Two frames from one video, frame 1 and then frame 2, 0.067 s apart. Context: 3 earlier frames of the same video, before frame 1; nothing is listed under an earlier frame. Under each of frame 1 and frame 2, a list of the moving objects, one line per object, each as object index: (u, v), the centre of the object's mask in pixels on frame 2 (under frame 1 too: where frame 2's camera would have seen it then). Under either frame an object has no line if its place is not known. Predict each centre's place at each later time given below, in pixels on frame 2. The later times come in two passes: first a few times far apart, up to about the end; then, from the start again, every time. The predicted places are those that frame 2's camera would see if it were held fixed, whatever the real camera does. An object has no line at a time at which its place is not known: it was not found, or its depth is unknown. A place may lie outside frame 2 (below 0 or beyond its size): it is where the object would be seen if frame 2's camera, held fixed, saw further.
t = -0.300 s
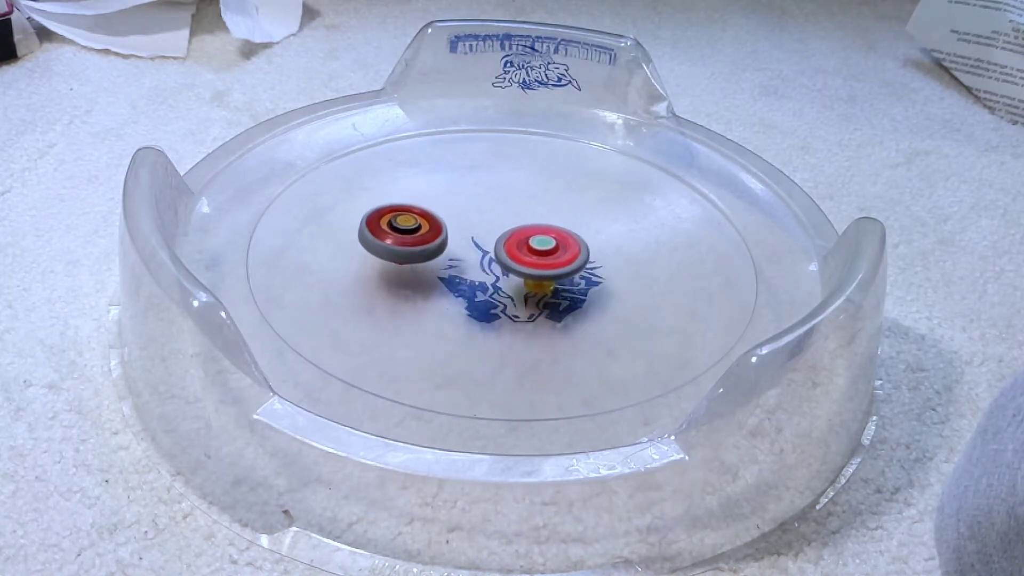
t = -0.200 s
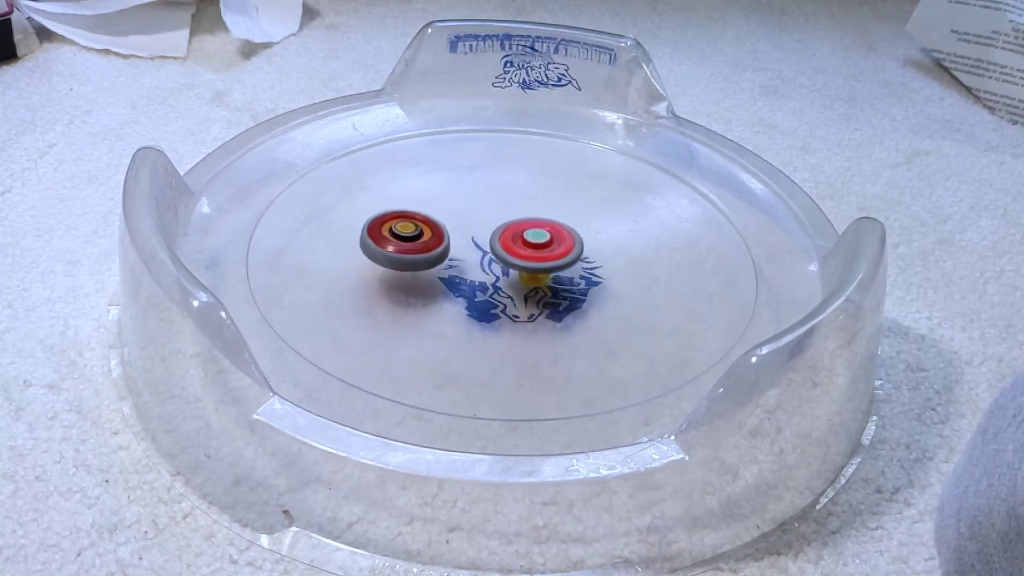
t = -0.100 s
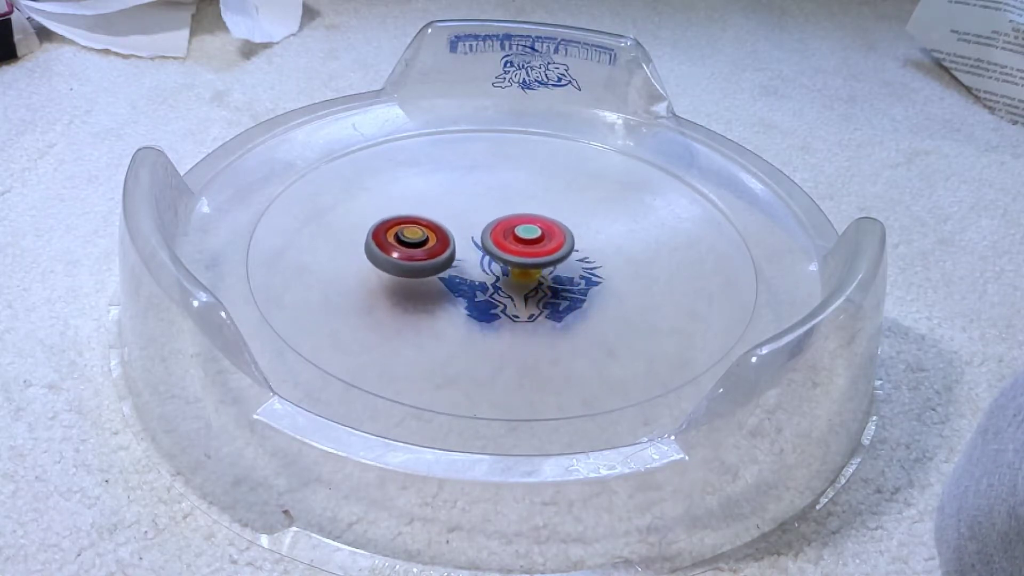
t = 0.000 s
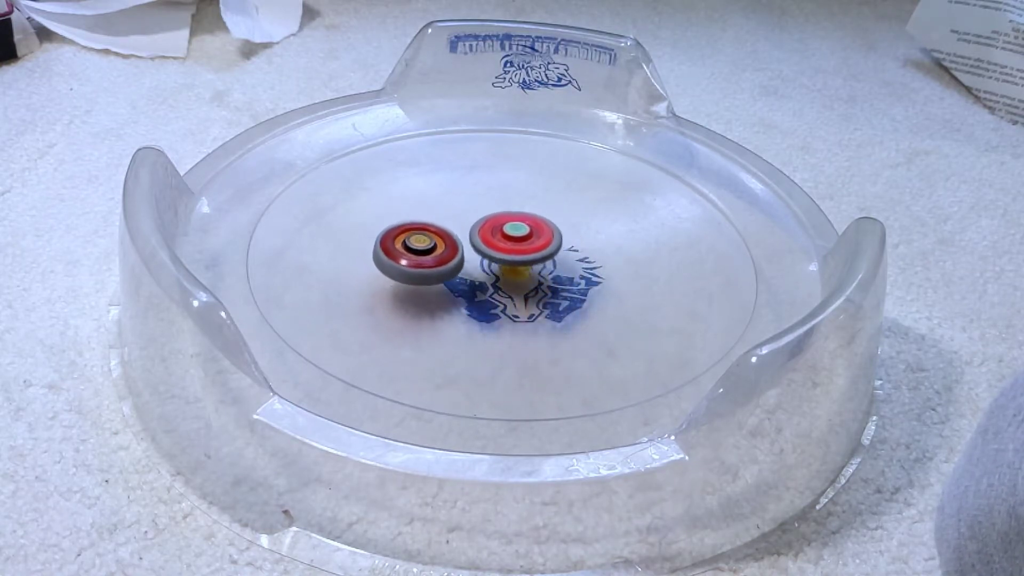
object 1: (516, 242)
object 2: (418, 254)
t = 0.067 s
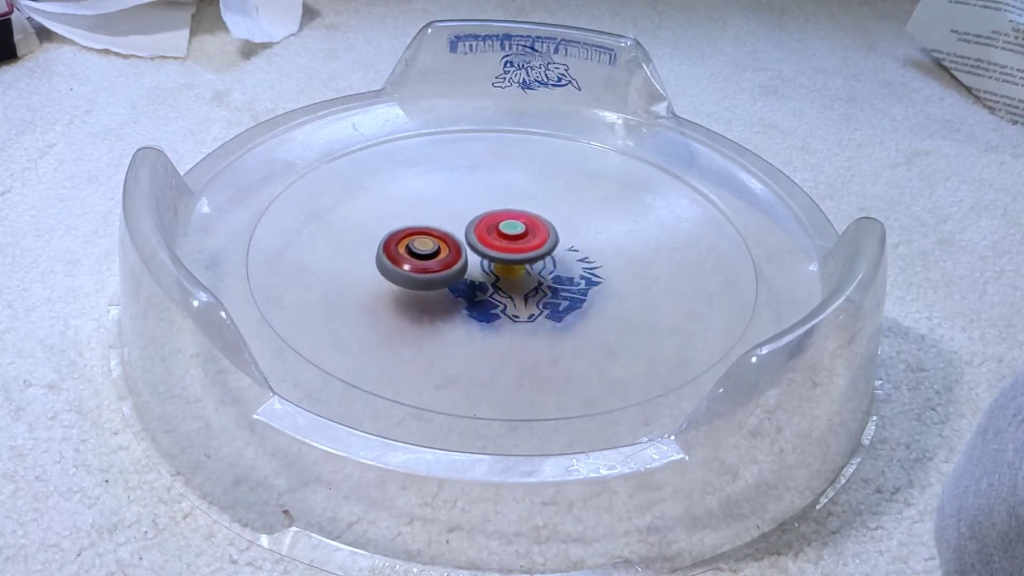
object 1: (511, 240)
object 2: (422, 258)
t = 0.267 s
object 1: (507, 232)
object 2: (435, 272)
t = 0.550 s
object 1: (495, 224)
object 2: (469, 289)
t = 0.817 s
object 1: (489, 236)
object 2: (496, 295)
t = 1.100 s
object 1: (514, 241)
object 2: (523, 301)
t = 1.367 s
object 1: (532, 240)
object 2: (538, 297)
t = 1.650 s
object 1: (508, 240)
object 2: (549, 293)
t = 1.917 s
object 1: (481, 251)
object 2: (558, 290)
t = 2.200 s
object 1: (453, 261)
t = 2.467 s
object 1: (457, 270)
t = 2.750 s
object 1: (464, 273)
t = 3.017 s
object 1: (464, 271)
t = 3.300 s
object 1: (460, 266)
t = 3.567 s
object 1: (468, 273)
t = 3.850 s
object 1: (504, 271)
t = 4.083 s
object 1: (526, 268)
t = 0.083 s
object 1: (511, 239)
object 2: (421, 259)
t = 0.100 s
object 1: (511, 239)
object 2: (423, 260)
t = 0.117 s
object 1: (510, 238)
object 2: (424, 261)
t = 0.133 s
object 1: (508, 238)
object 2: (426, 262)
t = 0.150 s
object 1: (506, 238)
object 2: (427, 263)
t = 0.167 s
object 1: (508, 236)
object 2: (427, 265)
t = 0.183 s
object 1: (509, 235)
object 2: (427, 266)
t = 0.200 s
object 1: (509, 234)
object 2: (428, 267)
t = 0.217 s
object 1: (509, 233)
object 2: (430, 268)
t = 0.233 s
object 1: (508, 233)
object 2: (432, 269)
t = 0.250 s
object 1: (508, 232)
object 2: (433, 271)
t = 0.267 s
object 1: (507, 232)
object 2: (435, 272)
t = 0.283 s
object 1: (506, 232)
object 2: (437, 273)
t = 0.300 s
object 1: (505, 232)
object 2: (439, 274)
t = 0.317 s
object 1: (504, 232)
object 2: (441, 275)
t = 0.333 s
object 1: (503, 232)
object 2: (444, 276)
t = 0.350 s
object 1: (502, 232)
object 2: (447, 277)
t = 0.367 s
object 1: (501, 231)
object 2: (449, 278)
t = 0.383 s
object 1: (499, 230)
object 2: (452, 279)
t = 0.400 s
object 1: (498, 231)
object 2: (454, 280)
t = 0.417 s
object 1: (497, 231)
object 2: (456, 280)
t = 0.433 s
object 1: (497, 229)
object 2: (456, 283)
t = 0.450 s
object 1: (498, 228)
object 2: (456, 285)
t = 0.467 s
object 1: (498, 227)
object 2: (457, 287)
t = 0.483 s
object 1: (498, 226)
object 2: (459, 287)
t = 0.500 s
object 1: (497, 225)
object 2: (461, 288)
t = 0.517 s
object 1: (497, 225)
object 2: (464, 288)
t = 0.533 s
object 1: (496, 224)
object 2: (466, 289)
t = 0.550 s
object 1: (495, 224)
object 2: (469, 289)
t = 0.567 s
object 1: (494, 224)
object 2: (471, 290)
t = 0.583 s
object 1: (493, 225)
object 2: (473, 290)
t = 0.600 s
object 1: (492, 225)
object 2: (475, 291)
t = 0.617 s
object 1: (491, 225)
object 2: (476, 291)
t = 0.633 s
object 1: (490, 226)
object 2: (478, 291)
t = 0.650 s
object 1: (489, 226)
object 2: (480, 292)
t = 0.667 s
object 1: (488, 227)
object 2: (481, 292)
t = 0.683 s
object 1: (487, 228)
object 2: (483, 293)
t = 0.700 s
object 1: (487, 229)
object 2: (485, 293)
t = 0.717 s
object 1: (486, 230)
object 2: (487, 293)
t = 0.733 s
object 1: (486, 231)
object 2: (488, 293)
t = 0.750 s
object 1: (486, 232)
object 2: (490, 294)
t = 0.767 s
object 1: (487, 233)
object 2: (491, 294)
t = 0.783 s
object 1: (487, 234)
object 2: (493, 294)
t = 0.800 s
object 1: (488, 235)
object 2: (494, 294)
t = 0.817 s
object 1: (489, 236)
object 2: (496, 295)
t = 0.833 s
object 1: (490, 236)
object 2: (498, 297)
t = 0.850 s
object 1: (491, 236)
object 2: (500, 298)
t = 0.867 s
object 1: (492, 236)
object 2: (502, 299)
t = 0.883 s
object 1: (492, 236)
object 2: (503, 299)
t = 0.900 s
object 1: (494, 237)
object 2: (505, 299)
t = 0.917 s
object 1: (495, 237)
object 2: (507, 300)
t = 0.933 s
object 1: (496, 238)
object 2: (509, 300)
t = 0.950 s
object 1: (498, 238)
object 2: (510, 300)
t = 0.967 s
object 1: (500, 238)
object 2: (512, 300)
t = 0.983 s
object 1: (501, 239)
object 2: (513, 300)
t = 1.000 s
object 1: (503, 239)
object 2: (515, 300)
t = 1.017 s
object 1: (505, 239)
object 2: (517, 300)
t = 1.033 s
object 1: (507, 240)
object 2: (518, 301)
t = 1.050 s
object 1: (508, 240)
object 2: (520, 301)
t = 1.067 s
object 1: (511, 240)
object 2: (521, 301)
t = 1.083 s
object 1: (513, 240)
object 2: (523, 301)
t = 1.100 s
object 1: (514, 241)
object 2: (523, 301)
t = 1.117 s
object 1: (516, 240)
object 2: (524, 301)
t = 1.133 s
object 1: (518, 240)
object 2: (525, 301)
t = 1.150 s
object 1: (519, 240)
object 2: (526, 301)
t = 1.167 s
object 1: (521, 240)
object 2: (527, 300)
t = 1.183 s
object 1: (522, 240)
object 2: (528, 300)
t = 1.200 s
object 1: (524, 240)
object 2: (529, 300)
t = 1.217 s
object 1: (525, 240)
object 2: (530, 299)
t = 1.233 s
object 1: (527, 240)
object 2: (531, 299)
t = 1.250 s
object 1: (527, 240)
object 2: (532, 299)
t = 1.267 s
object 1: (529, 240)
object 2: (533, 299)
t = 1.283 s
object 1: (529, 240)
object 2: (534, 298)
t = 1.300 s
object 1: (530, 240)
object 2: (535, 298)
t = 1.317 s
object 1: (531, 240)
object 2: (536, 298)
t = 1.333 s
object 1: (532, 240)
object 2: (537, 298)
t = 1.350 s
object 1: (532, 240)
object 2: (537, 298)
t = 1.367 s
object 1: (532, 240)
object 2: (538, 297)
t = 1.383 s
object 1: (533, 240)
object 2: (539, 298)
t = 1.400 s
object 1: (533, 239)
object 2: (540, 298)
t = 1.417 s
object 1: (532, 238)
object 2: (540, 298)
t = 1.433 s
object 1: (531, 237)
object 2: (541, 298)
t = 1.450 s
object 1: (530, 236)
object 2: (542, 298)
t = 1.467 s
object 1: (529, 235)
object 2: (542, 297)
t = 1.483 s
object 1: (527, 235)
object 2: (543, 297)
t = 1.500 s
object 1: (525, 235)
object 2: (544, 297)
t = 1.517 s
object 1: (523, 235)
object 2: (545, 297)
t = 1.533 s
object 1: (521, 235)
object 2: (545, 296)
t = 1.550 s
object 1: (519, 235)
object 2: (546, 296)
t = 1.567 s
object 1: (517, 236)
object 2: (547, 296)
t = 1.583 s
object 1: (515, 236)
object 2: (547, 295)
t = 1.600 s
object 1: (513, 237)
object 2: (548, 295)
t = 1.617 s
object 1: (511, 238)
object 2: (548, 294)
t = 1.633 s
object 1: (509, 239)
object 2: (549, 294)
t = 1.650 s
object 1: (508, 240)
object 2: (549, 293)
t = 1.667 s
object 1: (506, 241)
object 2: (550, 293)
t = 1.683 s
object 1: (504, 242)
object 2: (551, 293)
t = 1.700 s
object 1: (501, 242)
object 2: (553, 294)
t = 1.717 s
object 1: (498, 241)
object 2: (554, 295)
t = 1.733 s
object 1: (495, 241)
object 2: (554, 295)
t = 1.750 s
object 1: (492, 241)
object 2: (554, 295)
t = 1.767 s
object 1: (490, 241)
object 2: (555, 294)
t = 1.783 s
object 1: (488, 242)
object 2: (556, 294)
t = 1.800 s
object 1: (486, 243)
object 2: (556, 293)
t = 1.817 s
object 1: (484, 244)
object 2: (557, 293)
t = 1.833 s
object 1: (483, 245)
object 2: (558, 292)
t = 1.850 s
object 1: (482, 246)
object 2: (559, 292)
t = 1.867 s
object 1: (481, 247)
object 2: (559, 291)
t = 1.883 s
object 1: (481, 248)
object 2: (559, 291)
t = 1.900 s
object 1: (481, 250)
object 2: (558, 290)
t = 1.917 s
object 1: (481, 251)
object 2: (558, 290)
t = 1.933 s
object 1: (482, 252)
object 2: (558, 289)
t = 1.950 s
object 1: (480, 252)
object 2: (560, 289)
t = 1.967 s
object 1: (478, 253)
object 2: (560, 289)
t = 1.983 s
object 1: (476, 254)
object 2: (560, 289)
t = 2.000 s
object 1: (475, 255)
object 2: (561, 288)
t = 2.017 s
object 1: (475, 256)
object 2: (561, 287)
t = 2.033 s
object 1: (474, 257)
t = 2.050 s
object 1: (474, 258)
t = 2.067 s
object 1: (470, 258)
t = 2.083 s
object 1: (466, 257)
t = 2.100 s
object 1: (463, 258)
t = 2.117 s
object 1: (461, 258)
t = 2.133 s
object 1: (458, 259)
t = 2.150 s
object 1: (457, 259)
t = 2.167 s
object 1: (455, 260)
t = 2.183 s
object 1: (454, 261)
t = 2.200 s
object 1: (453, 261)
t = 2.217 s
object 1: (452, 262)
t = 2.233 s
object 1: (451, 263)
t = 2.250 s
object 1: (450, 263)
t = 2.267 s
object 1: (450, 264)
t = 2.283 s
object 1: (450, 264)
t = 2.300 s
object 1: (450, 265)
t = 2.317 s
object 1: (450, 265)
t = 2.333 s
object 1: (450, 266)
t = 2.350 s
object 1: (450, 267)
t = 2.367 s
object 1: (451, 268)
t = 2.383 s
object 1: (451, 268)
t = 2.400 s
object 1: (452, 268)
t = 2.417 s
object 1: (453, 269)
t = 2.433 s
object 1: (454, 269)
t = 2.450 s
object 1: (456, 269)
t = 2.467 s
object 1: (457, 270)
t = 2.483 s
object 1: (459, 270)
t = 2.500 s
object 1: (461, 270)
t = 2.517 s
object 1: (460, 270)
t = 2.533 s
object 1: (457, 270)
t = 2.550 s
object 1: (456, 271)
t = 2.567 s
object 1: (455, 271)
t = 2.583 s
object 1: (456, 272)
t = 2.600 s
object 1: (457, 272)
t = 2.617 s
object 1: (458, 272)
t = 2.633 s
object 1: (459, 273)
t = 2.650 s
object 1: (460, 273)
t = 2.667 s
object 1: (461, 273)
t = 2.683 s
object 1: (463, 273)
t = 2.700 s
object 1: (465, 273)
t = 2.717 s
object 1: (464, 273)
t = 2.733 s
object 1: (464, 273)
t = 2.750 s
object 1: (464, 273)
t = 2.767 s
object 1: (464, 274)
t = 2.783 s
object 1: (465, 273)
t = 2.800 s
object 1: (465, 273)
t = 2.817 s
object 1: (466, 273)
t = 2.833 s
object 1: (467, 272)
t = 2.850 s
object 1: (467, 272)
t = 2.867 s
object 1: (466, 272)
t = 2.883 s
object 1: (465, 272)
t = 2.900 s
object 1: (464, 272)
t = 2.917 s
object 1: (464, 272)
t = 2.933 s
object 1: (463, 272)
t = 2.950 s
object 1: (463, 272)
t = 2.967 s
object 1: (463, 272)
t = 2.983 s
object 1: (463, 272)
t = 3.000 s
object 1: (464, 271)
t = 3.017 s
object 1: (464, 271)
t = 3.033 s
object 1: (464, 271)
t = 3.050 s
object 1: (464, 270)
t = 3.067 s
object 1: (464, 270)
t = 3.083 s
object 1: (464, 269)
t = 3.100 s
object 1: (464, 268)
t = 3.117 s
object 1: (464, 268)
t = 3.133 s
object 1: (464, 267)
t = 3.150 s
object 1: (463, 267)
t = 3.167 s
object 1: (462, 267)
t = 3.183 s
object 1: (462, 267)
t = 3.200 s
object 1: (461, 267)
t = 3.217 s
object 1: (461, 266)
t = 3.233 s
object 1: (461, 266)
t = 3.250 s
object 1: (460, 266)
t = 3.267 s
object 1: (460, 266)
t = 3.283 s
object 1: (460, 266)
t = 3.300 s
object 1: (460, 266)
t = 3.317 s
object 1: (460, 266)
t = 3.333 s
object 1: (460, 266)
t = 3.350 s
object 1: (460, 266)
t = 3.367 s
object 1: (460, 266)
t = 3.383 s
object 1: (460, 267)
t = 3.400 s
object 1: (460, 267)
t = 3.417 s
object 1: (460, 267)
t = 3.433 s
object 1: (460, 268)
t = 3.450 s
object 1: (461, 268)
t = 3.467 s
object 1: (462, 268)
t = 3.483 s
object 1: (463, 267)
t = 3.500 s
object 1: (464, 267)
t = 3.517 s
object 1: (464, 269)
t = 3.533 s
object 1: (465, 271)
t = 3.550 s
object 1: (467, 272)
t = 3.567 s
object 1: (468, 273)
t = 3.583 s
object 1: (470, 273)
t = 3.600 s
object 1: (472, 274)
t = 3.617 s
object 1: (474, 274)
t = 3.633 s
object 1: (476, 275)
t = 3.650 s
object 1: (478, 275)
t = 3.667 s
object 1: (480, 275)
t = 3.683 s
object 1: (483, 275)
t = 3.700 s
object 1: (485, 275)
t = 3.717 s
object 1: (487, 275)
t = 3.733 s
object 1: (488, 274)
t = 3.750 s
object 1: (491, 274)
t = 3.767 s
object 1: (493, 273)
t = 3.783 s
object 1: (495, 273)
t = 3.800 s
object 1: (498, 273)
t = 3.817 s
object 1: (501, 272)
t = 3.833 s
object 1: (503, 271)
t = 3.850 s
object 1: (504, 271)
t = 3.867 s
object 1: (507, 272)
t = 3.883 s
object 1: (510, 273)
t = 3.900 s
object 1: (512, 273)
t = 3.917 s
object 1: (513, 272)
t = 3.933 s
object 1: (515, 272)
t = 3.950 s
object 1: (517, 272)
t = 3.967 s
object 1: (518, 271)
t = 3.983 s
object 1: (519, 271)
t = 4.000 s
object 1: (520, 270)
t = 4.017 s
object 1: (522, 271)
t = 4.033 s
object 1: (523, 270)
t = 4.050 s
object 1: (524, 270)
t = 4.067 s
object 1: (525, 269)
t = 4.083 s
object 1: (526, 268)
